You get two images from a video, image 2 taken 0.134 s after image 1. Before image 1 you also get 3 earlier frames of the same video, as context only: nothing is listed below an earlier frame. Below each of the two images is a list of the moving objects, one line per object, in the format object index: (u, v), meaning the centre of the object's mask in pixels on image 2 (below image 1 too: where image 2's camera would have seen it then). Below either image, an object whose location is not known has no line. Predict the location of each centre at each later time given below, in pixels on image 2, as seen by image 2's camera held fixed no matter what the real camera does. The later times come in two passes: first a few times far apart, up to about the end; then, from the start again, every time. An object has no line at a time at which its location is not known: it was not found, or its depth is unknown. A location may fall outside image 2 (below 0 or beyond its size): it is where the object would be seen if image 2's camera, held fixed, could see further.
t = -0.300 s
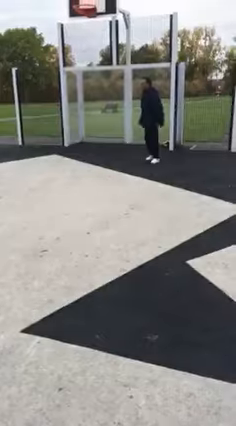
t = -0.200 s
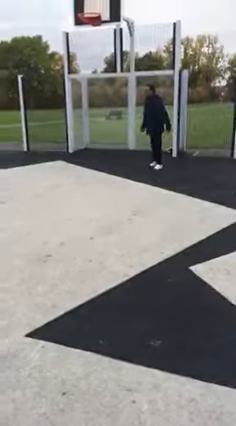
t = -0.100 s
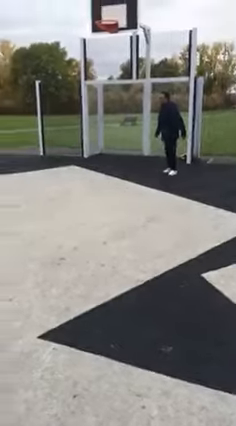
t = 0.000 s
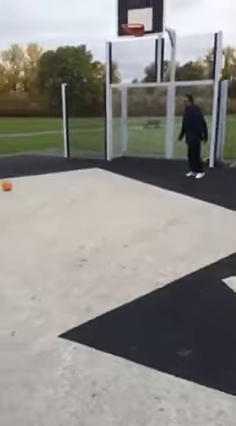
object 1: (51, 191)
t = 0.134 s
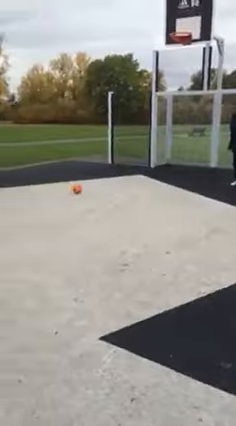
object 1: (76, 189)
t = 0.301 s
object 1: (105, 188)
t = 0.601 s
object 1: (155, 186)
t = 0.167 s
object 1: (82, 189)
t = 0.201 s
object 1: (88, 188)
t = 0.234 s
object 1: (94, 189)
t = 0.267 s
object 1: (100, 189)
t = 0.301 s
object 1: (105, 188)
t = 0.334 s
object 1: (111, 187)
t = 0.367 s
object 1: (117, 187)
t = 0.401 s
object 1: (121, 187)
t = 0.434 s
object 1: (127, 186)
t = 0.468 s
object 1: (132, 187)
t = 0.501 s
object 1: (139, 187)
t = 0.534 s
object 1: (144, 187)
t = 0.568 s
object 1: (149, 186)
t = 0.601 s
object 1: (155, 186)
